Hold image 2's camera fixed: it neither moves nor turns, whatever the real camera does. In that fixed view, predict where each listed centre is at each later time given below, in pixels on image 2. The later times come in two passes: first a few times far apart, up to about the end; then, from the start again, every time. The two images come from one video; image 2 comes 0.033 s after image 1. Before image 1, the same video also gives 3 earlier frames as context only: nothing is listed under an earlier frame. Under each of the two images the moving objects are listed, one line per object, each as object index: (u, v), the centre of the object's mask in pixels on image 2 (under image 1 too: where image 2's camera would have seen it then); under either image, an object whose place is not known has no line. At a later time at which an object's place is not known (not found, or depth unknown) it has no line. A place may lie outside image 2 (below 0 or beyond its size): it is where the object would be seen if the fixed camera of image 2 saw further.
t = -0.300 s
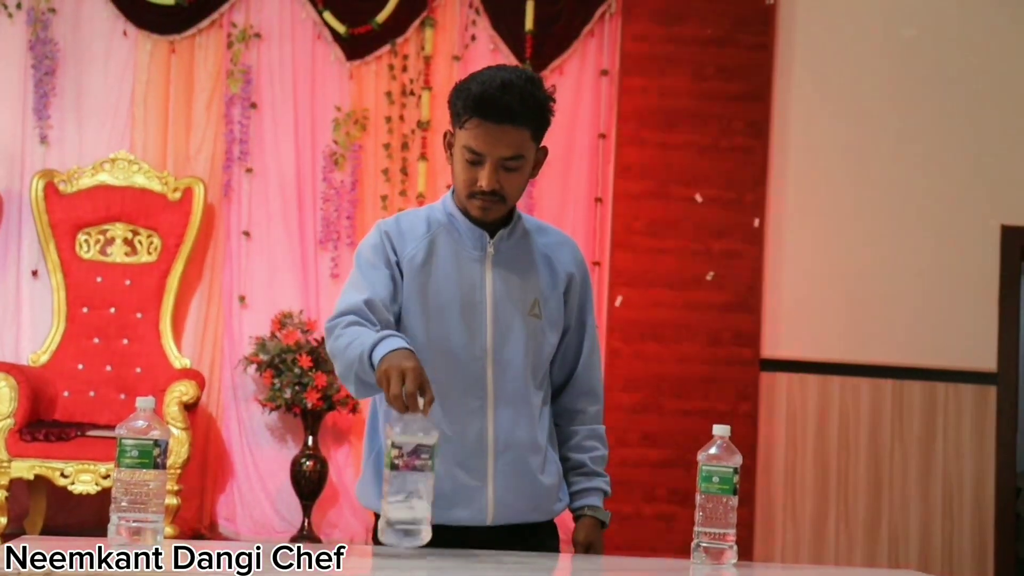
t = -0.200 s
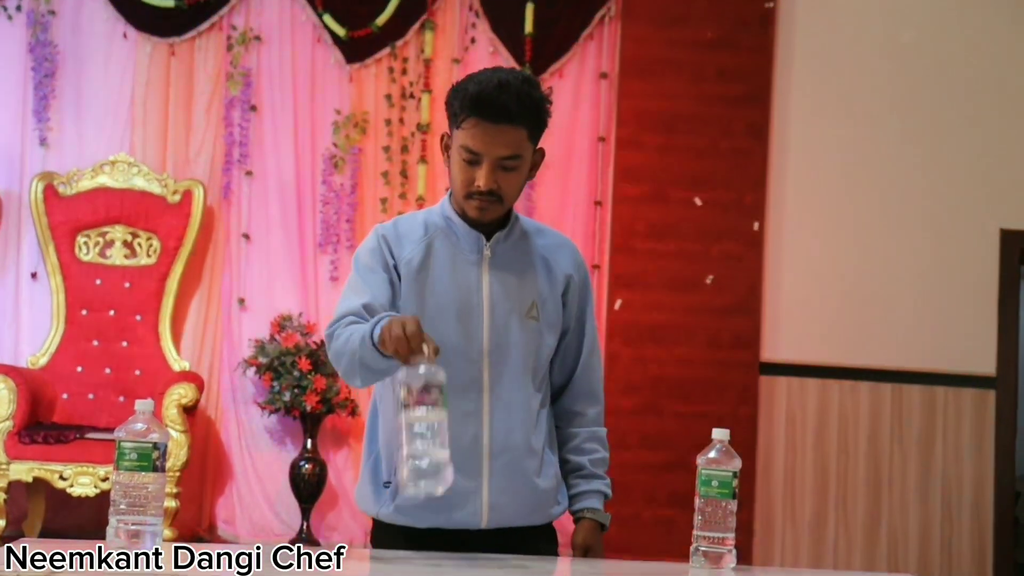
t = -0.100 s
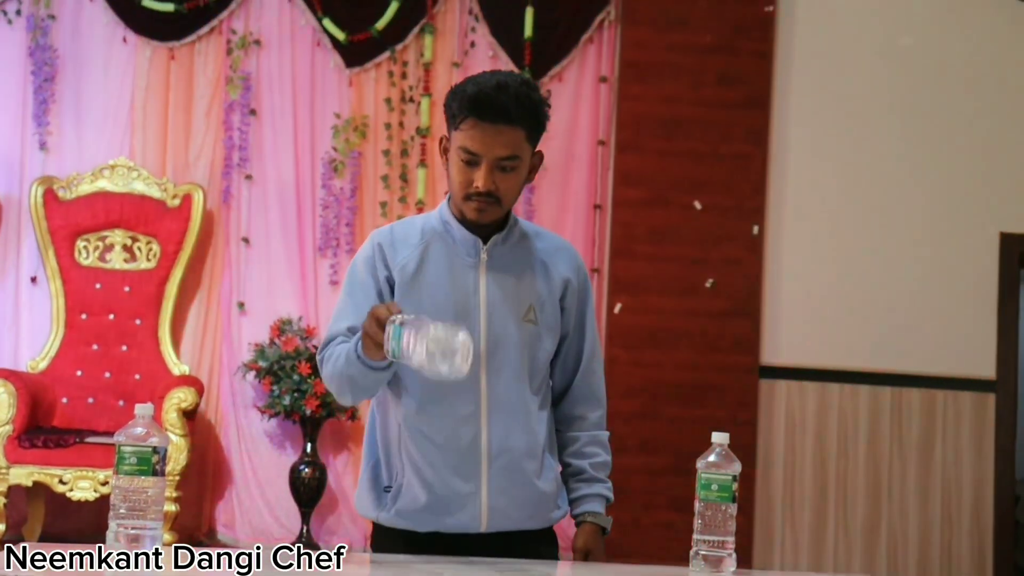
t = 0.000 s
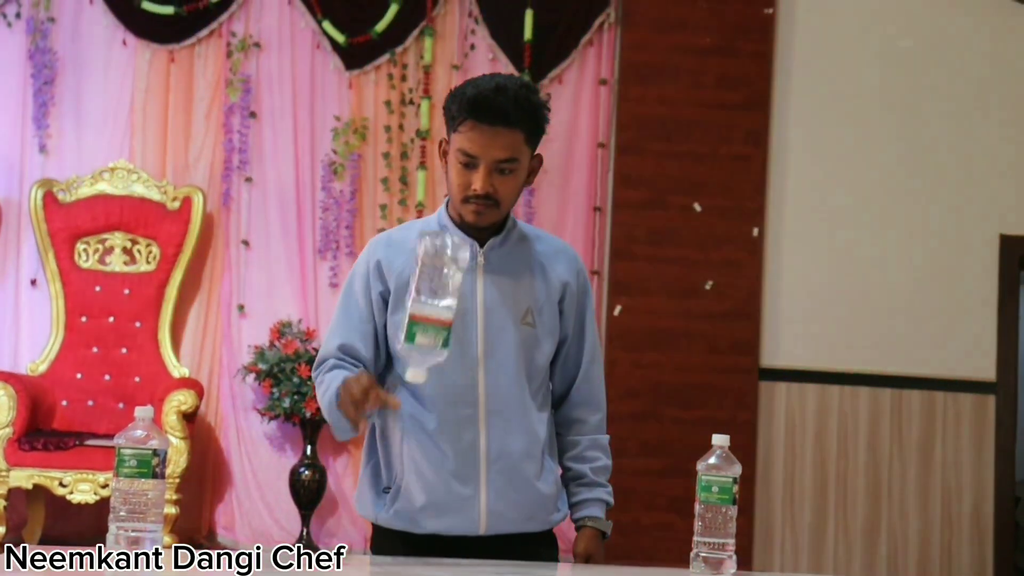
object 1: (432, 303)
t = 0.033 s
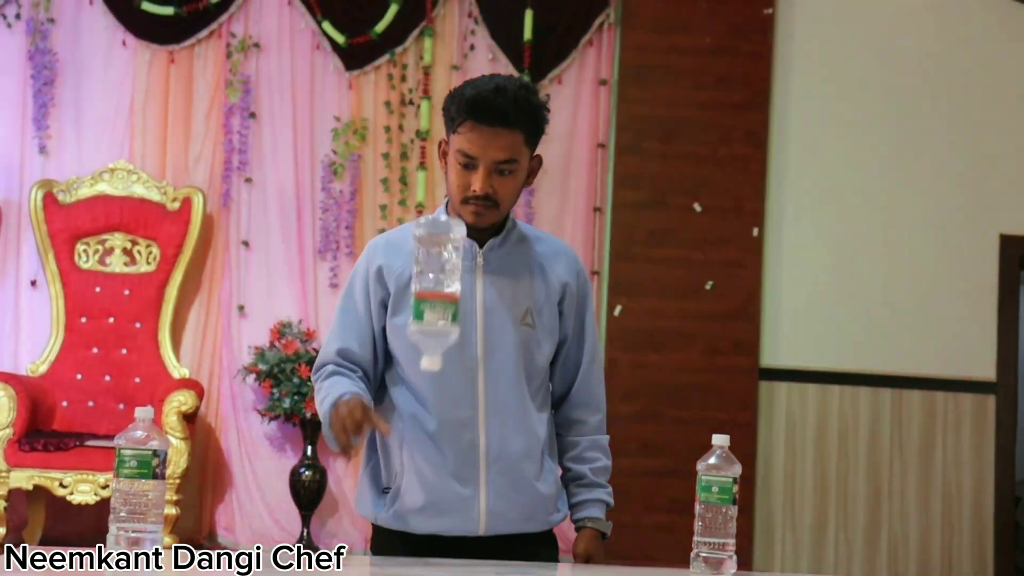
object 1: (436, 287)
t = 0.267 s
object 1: (427, 348)
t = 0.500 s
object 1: (423, 546)
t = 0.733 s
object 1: (435, 549)
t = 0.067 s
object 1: (439, 272)
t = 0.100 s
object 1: (440, 263)
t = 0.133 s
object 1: (439, 262)
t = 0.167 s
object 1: (437, 270)
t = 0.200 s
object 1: (434, 287)
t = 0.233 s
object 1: (431, 314)
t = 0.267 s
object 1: (427, 348)
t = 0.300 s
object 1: (423, 392)
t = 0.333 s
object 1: (420, 443)
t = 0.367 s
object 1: (415, 504)
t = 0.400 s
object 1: (418, 535)
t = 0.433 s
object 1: (418, 545)
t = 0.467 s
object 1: (421, 545)
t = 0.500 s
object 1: (423, 546)
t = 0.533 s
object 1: (426, 547)
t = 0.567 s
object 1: (430, 548)
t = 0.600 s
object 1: (433, 549)
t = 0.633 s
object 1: (432, 549)
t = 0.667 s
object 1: (433, 548)
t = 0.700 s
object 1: (435, 549)
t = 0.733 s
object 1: (435, 549)
